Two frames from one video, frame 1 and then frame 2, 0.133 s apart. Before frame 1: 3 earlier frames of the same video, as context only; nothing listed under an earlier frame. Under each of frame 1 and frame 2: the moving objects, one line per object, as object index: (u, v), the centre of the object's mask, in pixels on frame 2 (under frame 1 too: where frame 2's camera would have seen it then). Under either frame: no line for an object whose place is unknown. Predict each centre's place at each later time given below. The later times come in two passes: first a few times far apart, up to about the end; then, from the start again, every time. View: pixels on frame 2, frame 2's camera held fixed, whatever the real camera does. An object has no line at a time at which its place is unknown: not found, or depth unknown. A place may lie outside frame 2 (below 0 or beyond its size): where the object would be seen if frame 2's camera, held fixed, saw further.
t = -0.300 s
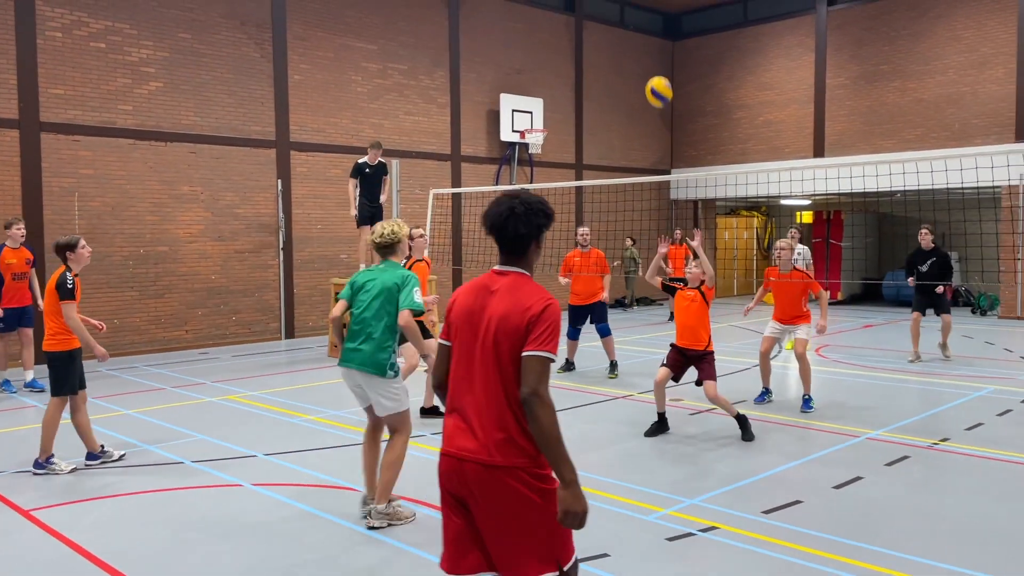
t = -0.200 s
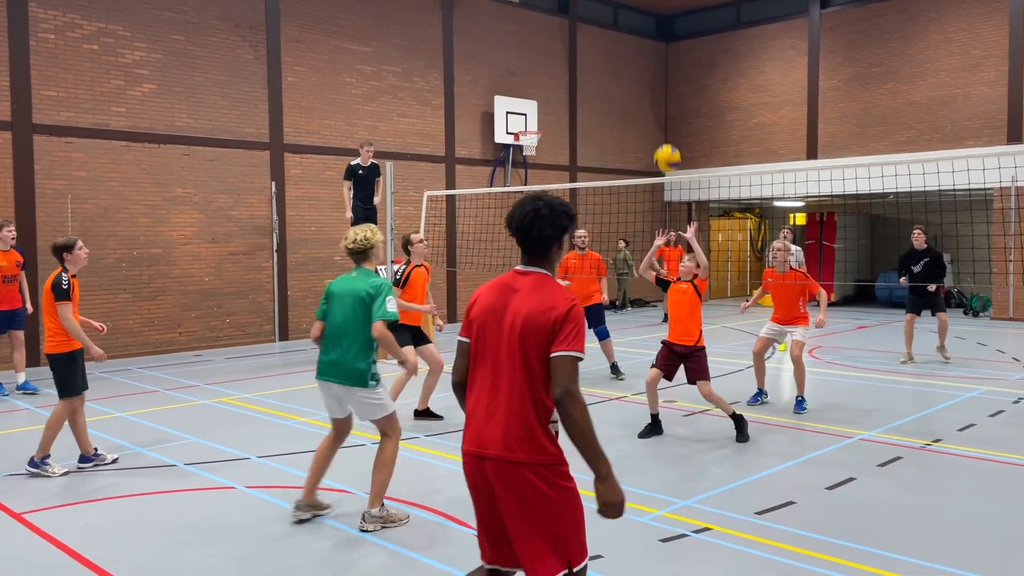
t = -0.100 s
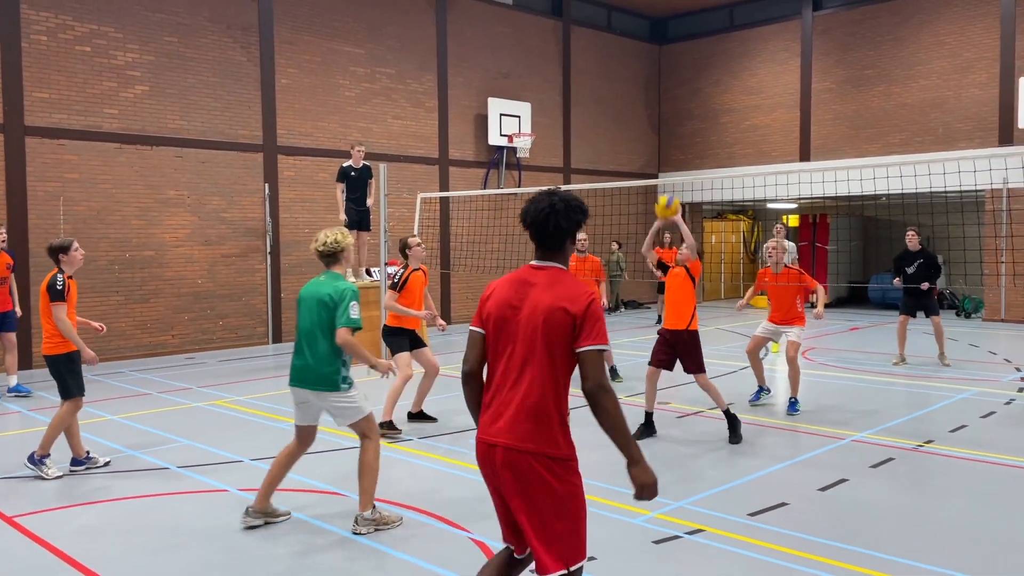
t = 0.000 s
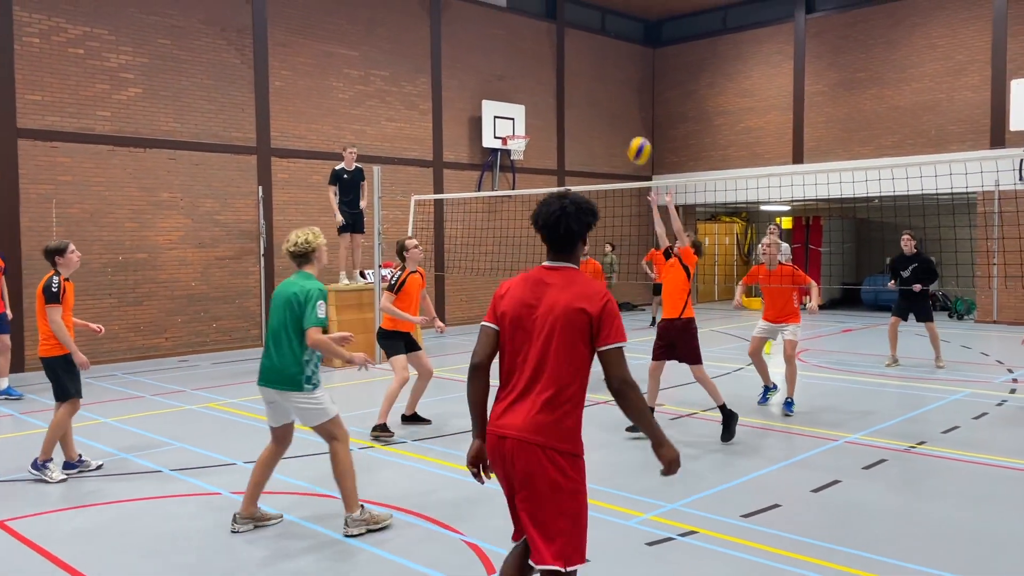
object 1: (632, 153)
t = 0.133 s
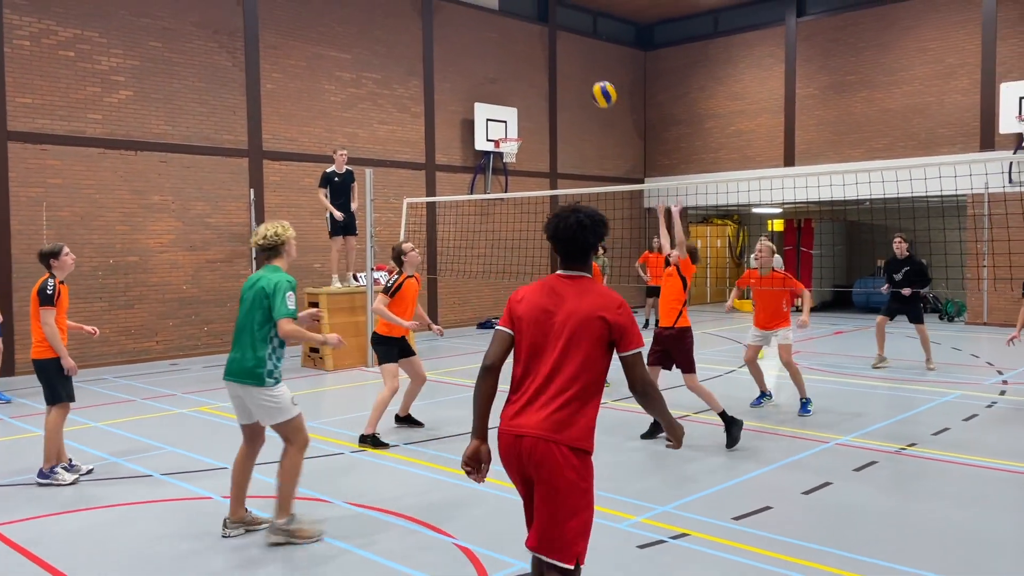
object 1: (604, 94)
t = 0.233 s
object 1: (583, 65)
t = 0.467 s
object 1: (540, 43)
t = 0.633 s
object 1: (511, 64)
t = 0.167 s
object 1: (597, 83)
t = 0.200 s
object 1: (590, 73)
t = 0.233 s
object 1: (583, 65)
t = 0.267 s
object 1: (577, 58)
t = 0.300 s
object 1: (571, 52)
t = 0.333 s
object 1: (564, 48)
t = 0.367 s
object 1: (558, 45)
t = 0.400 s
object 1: (552, 43)
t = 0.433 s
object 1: (546, 42)
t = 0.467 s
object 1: (540, 43)
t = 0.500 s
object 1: (534, 45)
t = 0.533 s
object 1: (528, 48)
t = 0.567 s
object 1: (522, 52)
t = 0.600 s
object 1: (517, 57)
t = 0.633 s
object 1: (511, 64)
